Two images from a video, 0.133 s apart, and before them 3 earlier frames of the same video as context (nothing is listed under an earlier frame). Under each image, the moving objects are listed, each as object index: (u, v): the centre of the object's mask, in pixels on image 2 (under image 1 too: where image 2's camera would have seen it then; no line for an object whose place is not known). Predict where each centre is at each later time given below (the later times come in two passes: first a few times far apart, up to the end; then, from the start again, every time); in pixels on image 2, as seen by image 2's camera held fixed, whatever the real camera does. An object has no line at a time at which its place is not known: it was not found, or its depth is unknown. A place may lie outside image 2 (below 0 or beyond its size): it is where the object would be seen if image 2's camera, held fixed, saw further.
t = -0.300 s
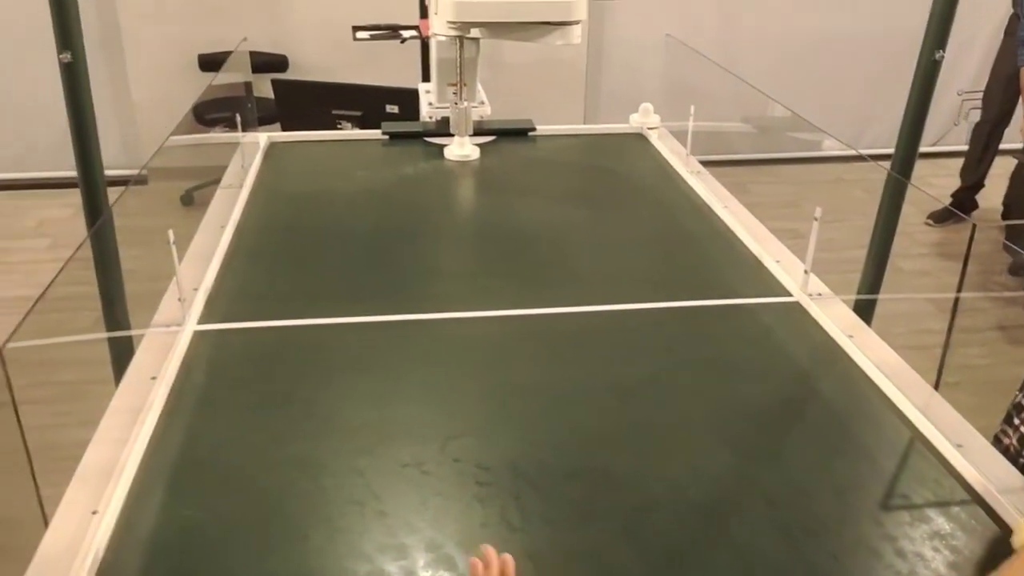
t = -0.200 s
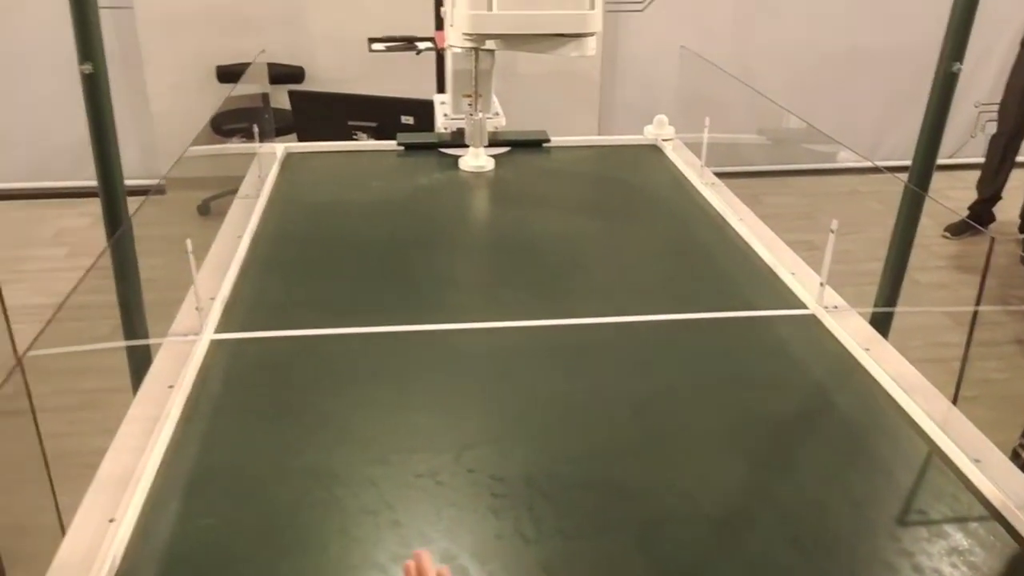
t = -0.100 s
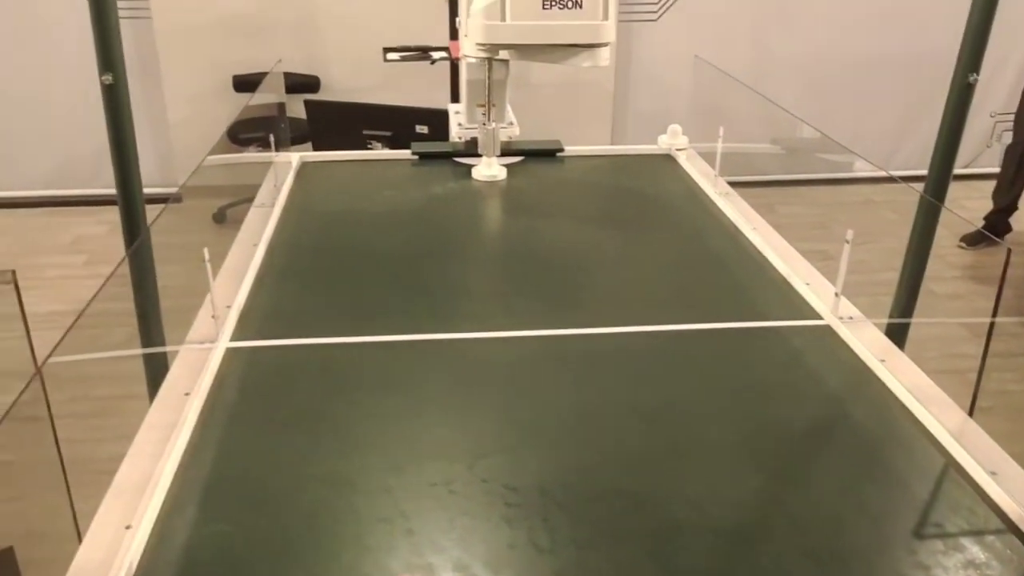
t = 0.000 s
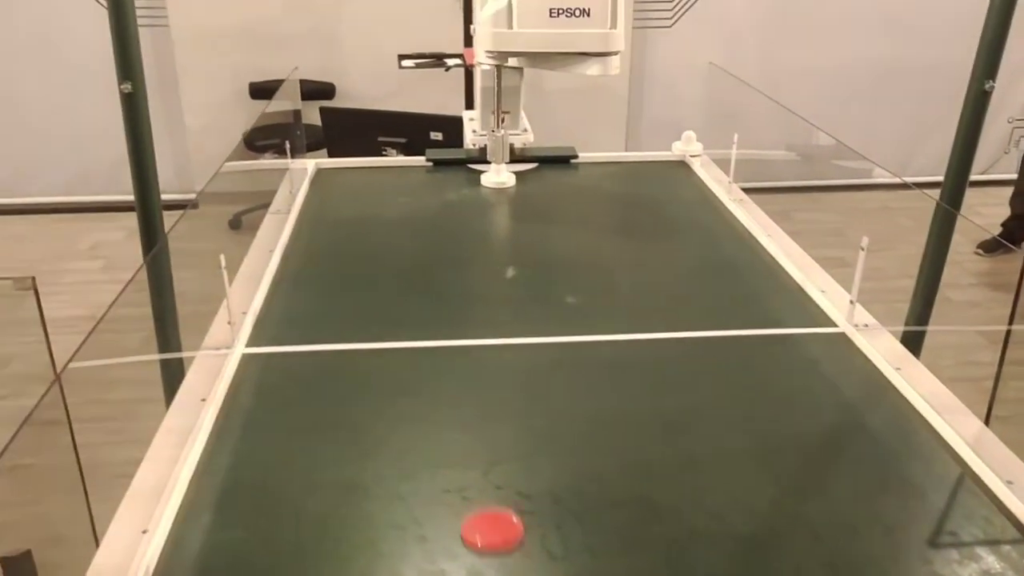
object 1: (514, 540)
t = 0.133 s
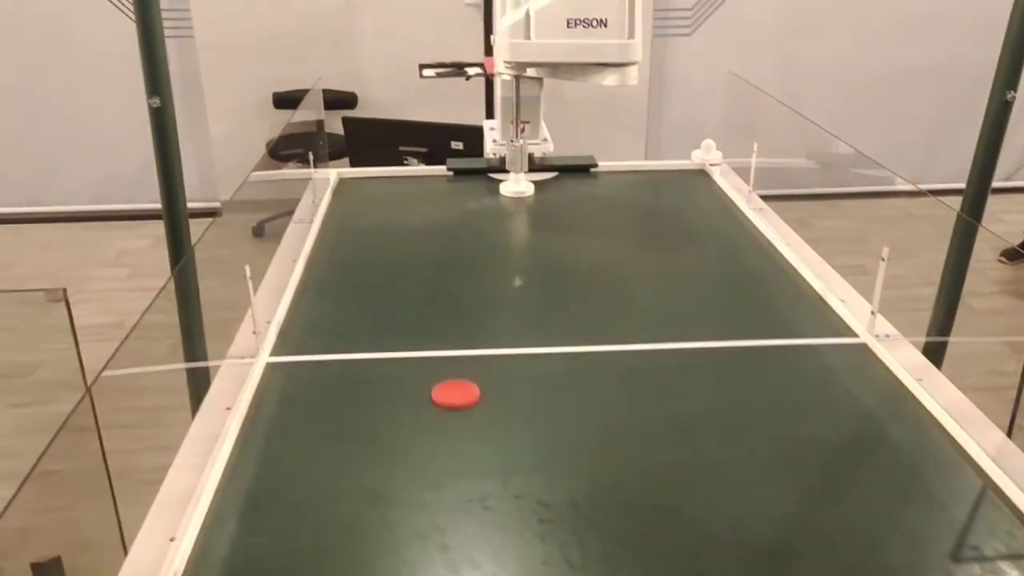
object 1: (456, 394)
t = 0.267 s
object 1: (420, 302)
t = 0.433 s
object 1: (390, 226)
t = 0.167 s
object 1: (445, 368)
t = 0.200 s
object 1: (436, 342)
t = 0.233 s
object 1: (427, 320)
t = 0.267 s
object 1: (420, 302)
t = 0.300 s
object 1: (413, 284)
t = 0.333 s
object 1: (406, 267)
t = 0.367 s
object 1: (401, 252)
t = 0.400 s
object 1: (395, 238)
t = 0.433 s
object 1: (390, 226)
